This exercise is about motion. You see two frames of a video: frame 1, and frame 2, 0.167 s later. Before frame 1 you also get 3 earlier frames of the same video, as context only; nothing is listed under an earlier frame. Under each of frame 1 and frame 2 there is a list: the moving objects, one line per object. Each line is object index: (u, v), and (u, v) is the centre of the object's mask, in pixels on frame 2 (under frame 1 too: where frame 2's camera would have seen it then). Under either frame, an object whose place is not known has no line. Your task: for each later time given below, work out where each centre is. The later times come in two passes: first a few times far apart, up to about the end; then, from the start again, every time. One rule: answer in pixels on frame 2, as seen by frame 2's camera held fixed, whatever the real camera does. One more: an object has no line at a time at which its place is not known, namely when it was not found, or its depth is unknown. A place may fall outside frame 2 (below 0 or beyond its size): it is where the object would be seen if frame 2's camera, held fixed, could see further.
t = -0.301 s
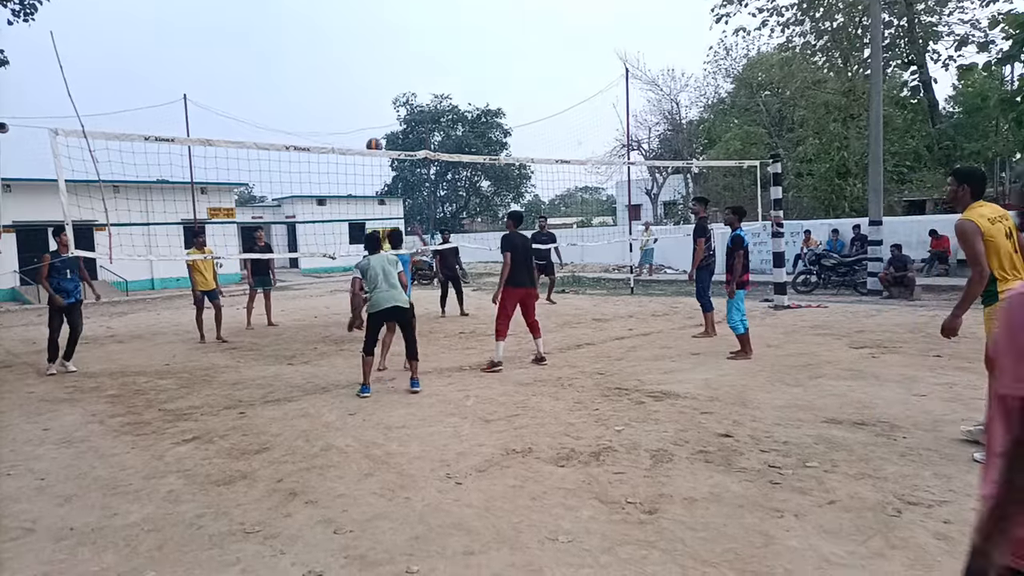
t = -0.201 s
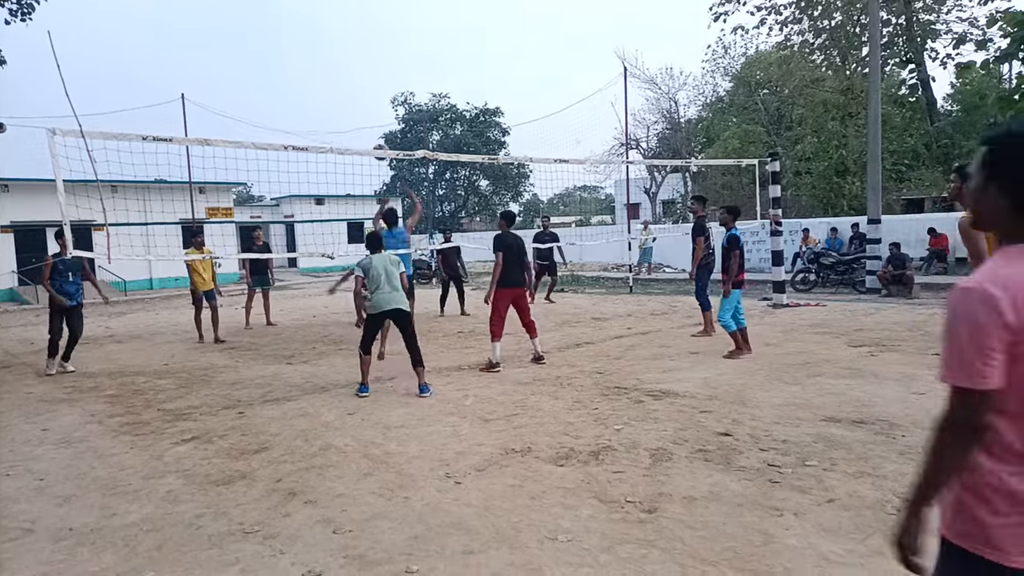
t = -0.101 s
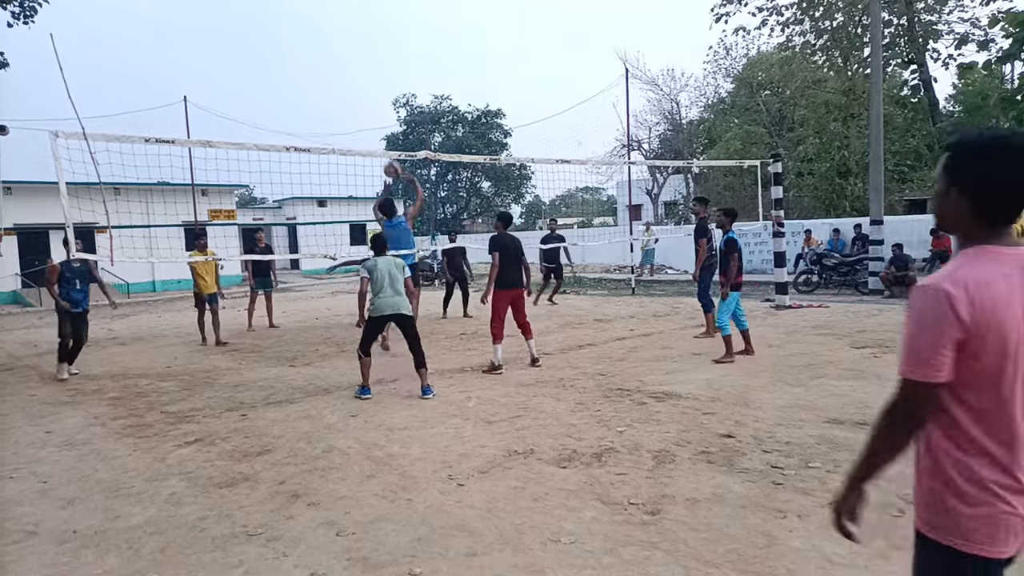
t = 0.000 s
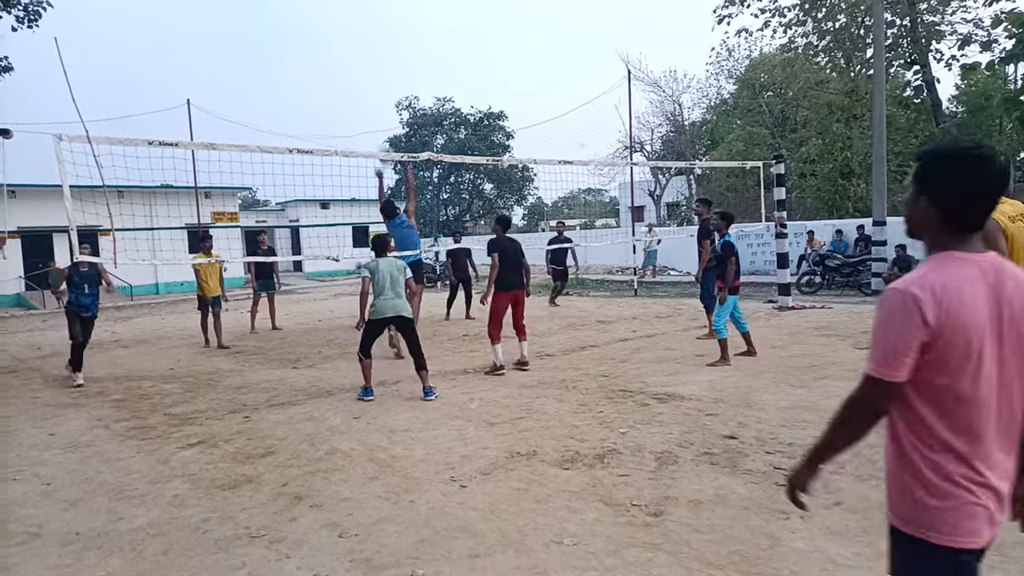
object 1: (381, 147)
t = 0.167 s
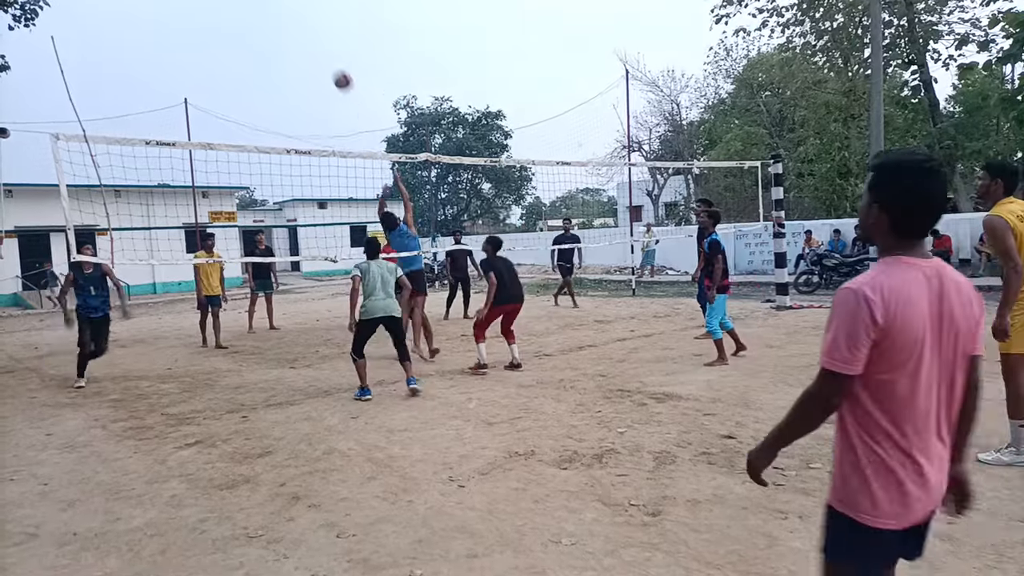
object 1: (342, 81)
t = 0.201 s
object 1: (334, 68)
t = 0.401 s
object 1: (282, 14)
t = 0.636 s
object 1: (221, -5)
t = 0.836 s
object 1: (169, 25)
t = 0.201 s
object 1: (334, 68)
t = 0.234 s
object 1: (325, 57)
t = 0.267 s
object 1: (317, 46)
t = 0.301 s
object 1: (308, 37)
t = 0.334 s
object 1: (300, 28)
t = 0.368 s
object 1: (291, 20)
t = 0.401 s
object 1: (282, 14)
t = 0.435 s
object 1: (273, 8)
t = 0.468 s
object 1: (265, 3)
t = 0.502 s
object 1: (256, 0)
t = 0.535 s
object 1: (247, -3)
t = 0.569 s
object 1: (239, -4)
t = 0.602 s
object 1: (230, -5)
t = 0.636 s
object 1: (221, -5)
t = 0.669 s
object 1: (212, -3)
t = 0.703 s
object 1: (200, -1)
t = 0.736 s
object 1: (195, 4)
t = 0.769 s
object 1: (186, 10)
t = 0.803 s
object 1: (178, 17)
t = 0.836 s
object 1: (169, 25)
